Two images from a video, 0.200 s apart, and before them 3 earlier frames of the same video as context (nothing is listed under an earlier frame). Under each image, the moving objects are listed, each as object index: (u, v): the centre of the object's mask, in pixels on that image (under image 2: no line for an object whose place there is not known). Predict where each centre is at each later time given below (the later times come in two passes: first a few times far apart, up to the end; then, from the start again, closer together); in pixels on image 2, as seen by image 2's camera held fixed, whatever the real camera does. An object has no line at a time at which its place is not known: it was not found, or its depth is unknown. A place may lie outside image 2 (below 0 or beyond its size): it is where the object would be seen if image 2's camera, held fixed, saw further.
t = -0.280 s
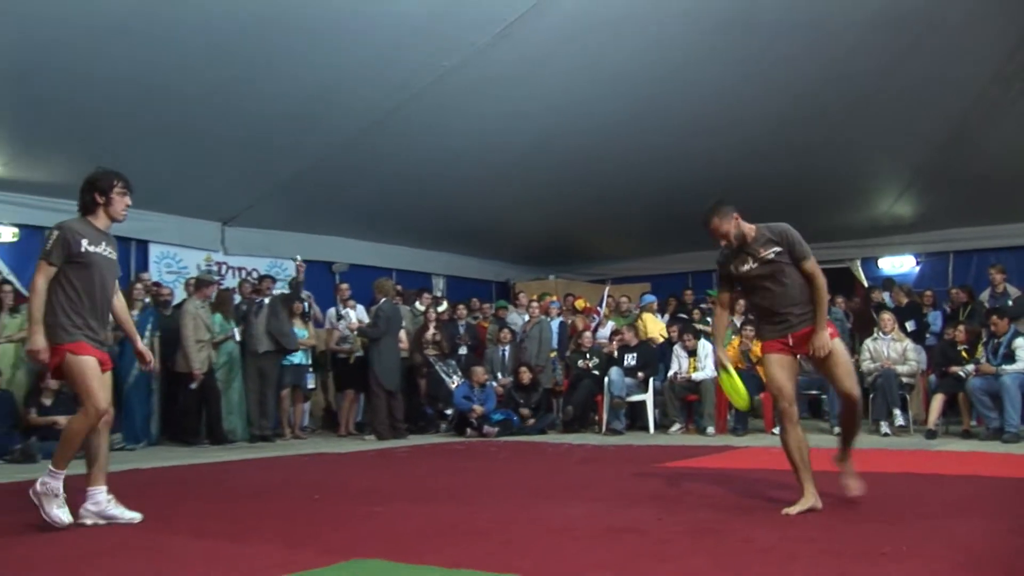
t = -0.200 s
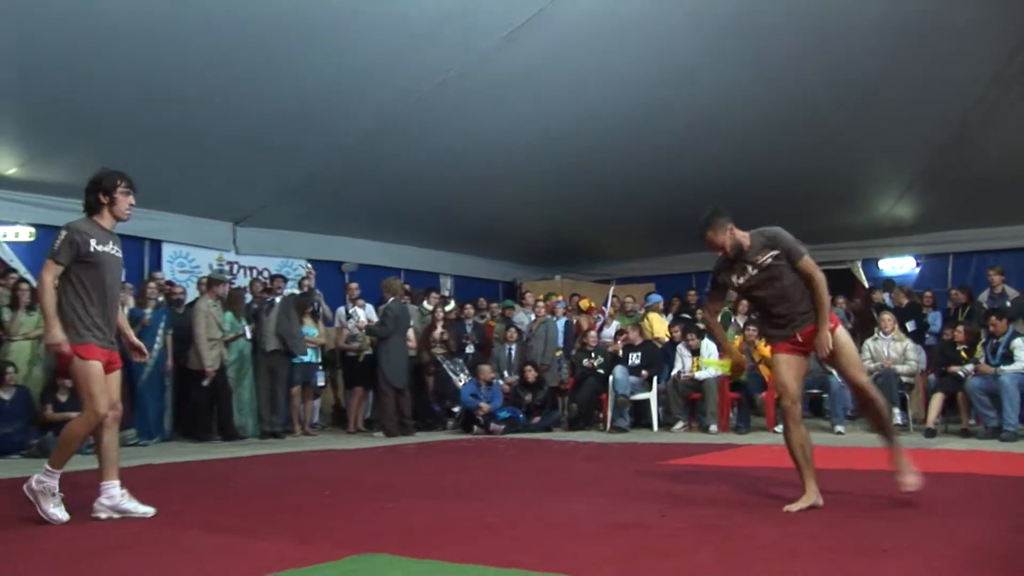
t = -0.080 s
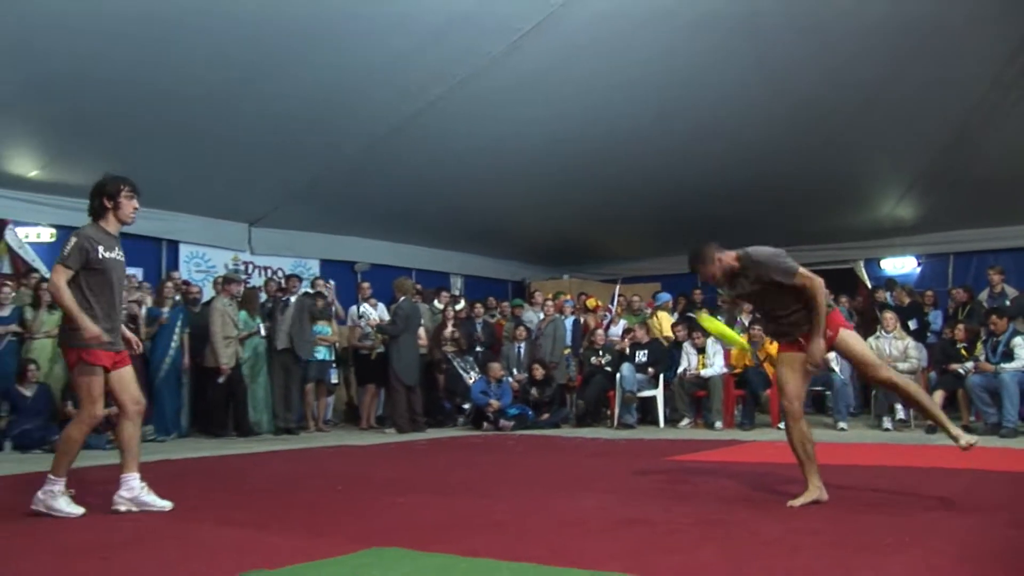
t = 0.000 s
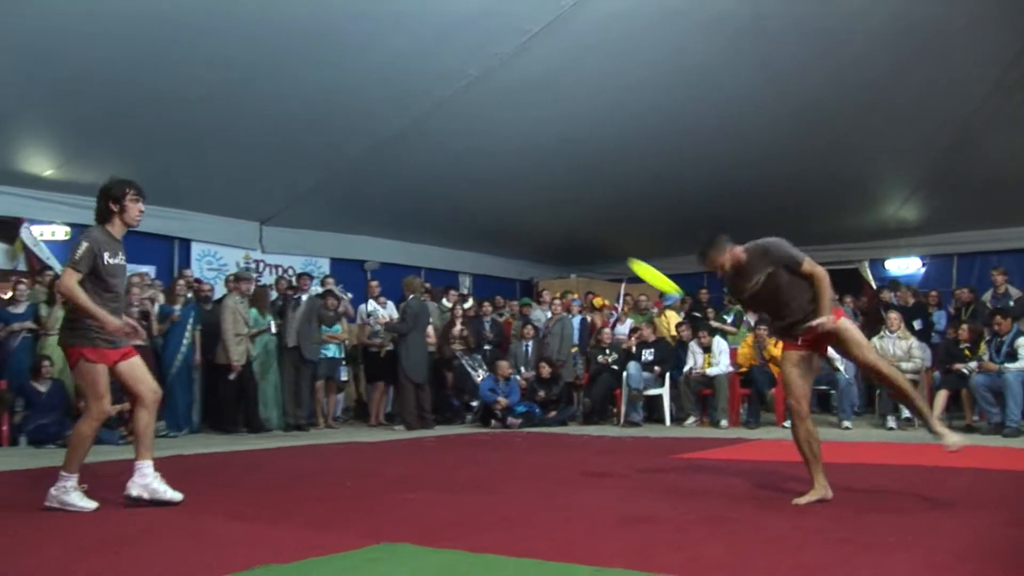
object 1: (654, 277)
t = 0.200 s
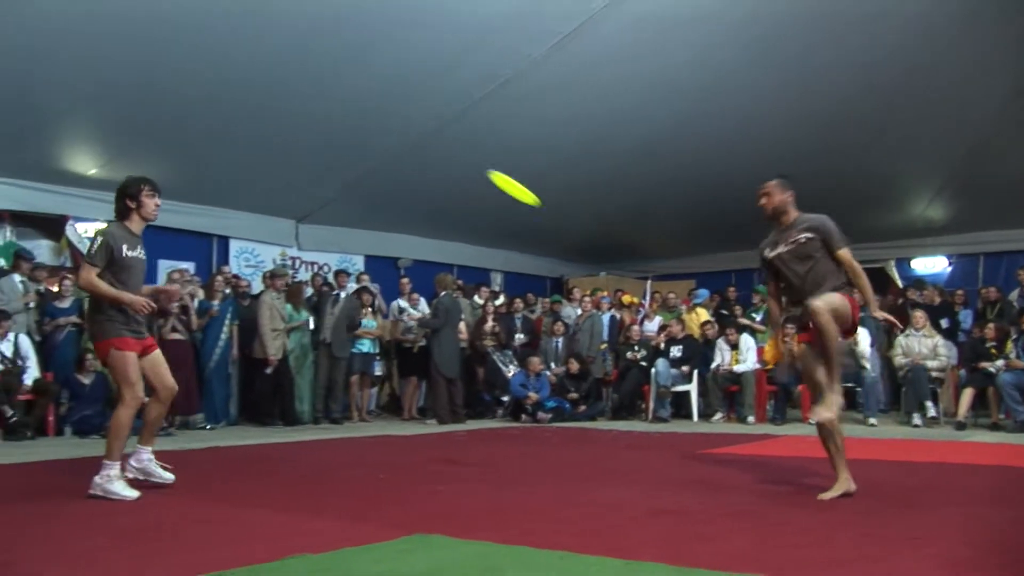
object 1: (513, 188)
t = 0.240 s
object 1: (481, 177)
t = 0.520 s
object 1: (280, 150)
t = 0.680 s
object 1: (181, 171)
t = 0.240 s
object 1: (481, 177)
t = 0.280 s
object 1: (450, 168)
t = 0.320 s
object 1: (420, 161)
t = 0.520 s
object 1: (280, 150)
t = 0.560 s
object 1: (254, 153)
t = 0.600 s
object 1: (229, 158)
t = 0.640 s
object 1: (205, 163)
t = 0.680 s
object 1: (181, 171)
